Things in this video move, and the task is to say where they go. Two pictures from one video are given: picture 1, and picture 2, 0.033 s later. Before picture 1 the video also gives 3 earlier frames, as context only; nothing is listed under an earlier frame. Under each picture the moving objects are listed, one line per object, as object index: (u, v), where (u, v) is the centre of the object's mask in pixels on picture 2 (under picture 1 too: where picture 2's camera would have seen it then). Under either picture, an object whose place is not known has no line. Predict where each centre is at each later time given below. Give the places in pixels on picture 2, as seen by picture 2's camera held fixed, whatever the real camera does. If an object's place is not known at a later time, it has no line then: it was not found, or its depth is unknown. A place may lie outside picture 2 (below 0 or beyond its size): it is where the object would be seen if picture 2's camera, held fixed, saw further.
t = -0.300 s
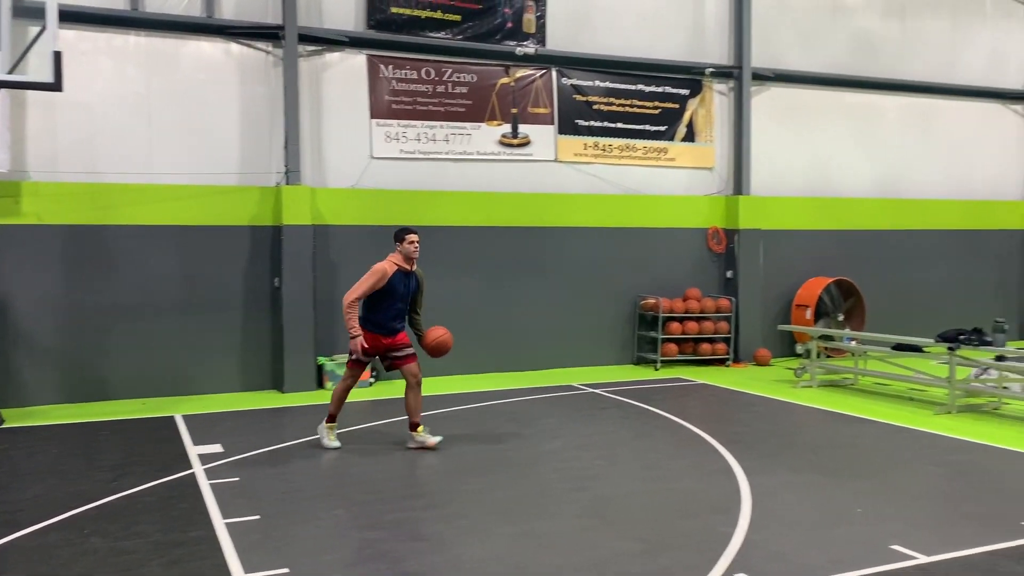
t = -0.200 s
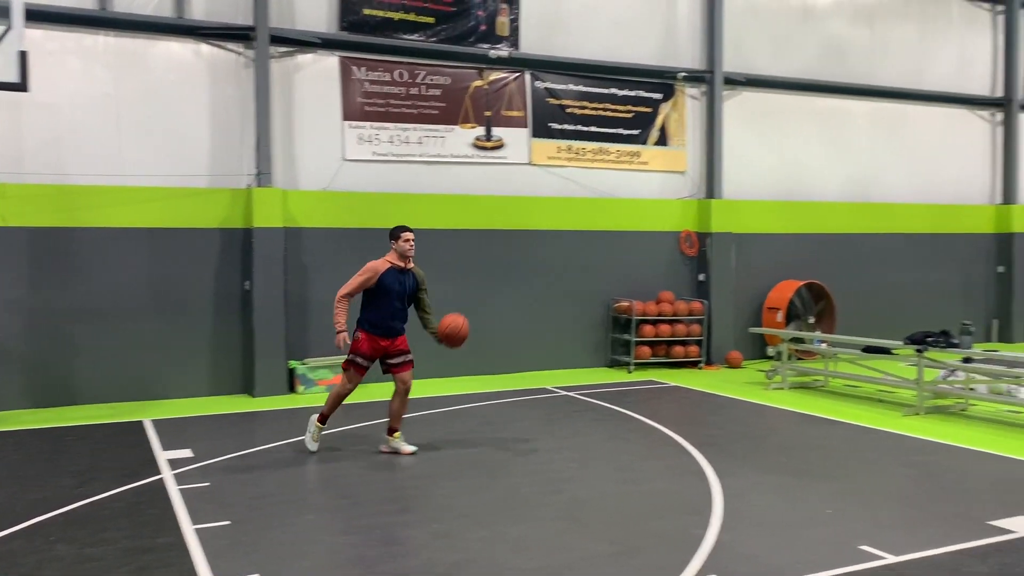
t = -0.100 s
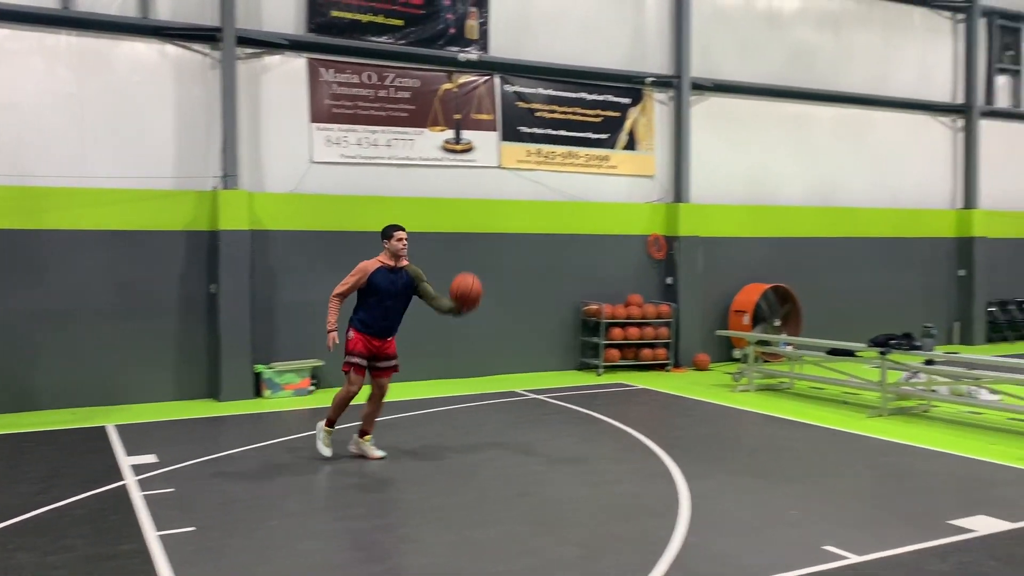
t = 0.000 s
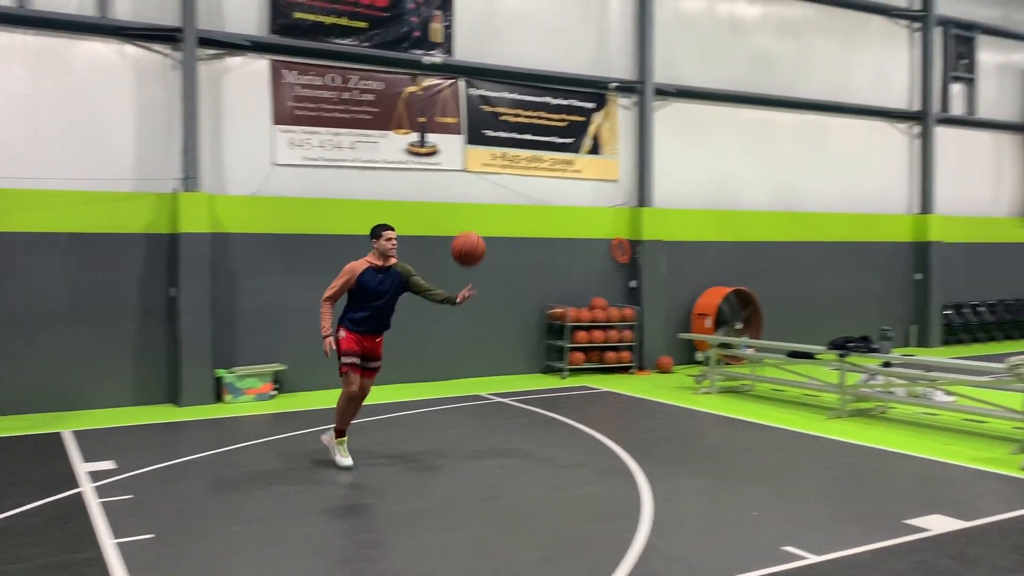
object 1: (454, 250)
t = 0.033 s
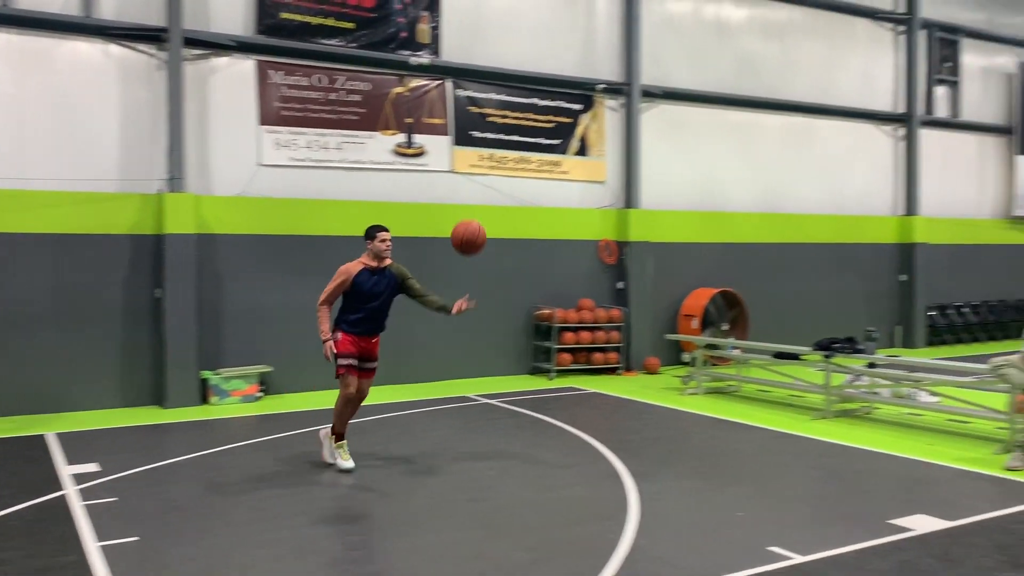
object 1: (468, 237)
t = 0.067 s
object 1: (483, 225)
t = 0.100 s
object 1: (496, 215)
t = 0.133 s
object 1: (510, 206)
